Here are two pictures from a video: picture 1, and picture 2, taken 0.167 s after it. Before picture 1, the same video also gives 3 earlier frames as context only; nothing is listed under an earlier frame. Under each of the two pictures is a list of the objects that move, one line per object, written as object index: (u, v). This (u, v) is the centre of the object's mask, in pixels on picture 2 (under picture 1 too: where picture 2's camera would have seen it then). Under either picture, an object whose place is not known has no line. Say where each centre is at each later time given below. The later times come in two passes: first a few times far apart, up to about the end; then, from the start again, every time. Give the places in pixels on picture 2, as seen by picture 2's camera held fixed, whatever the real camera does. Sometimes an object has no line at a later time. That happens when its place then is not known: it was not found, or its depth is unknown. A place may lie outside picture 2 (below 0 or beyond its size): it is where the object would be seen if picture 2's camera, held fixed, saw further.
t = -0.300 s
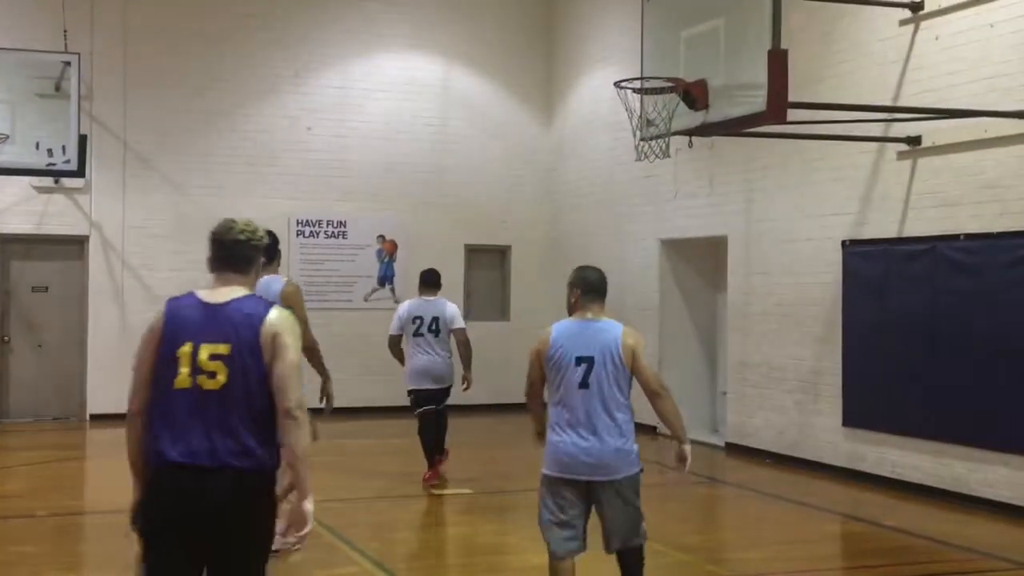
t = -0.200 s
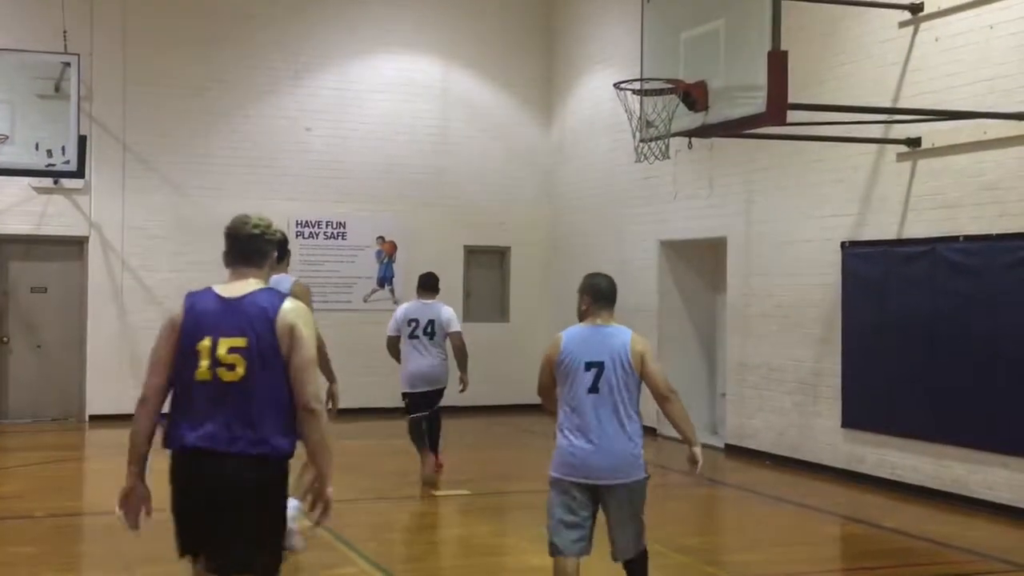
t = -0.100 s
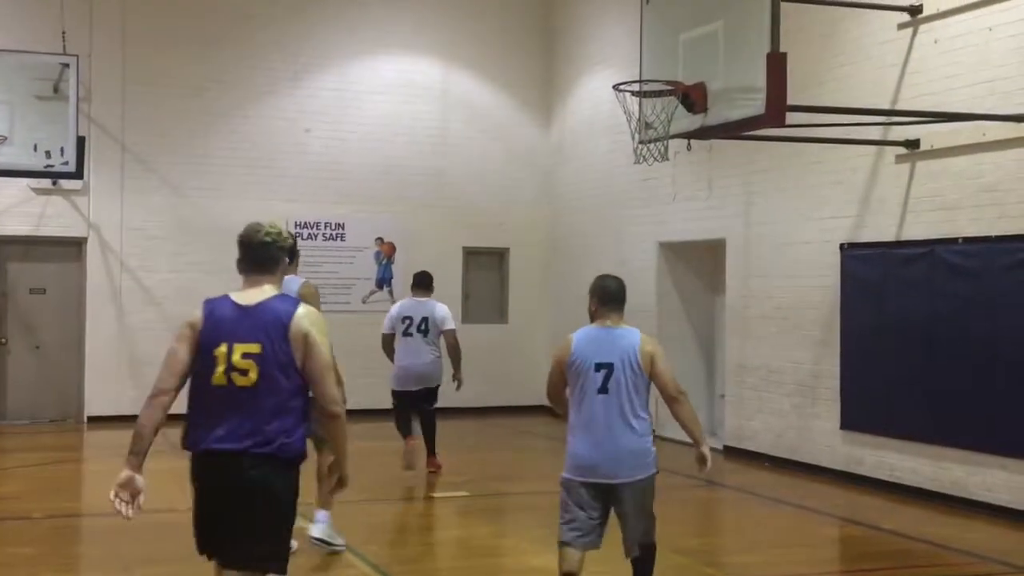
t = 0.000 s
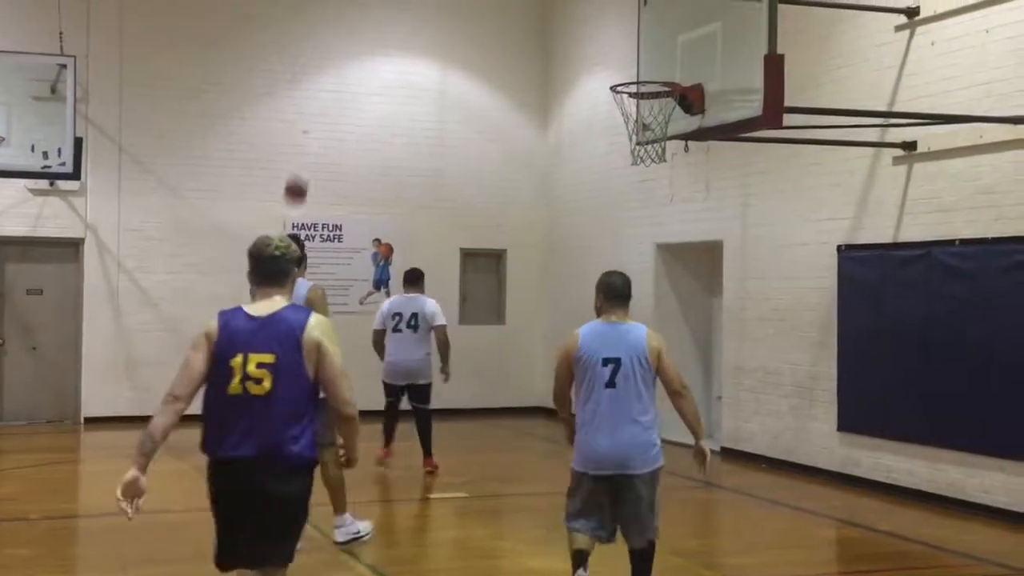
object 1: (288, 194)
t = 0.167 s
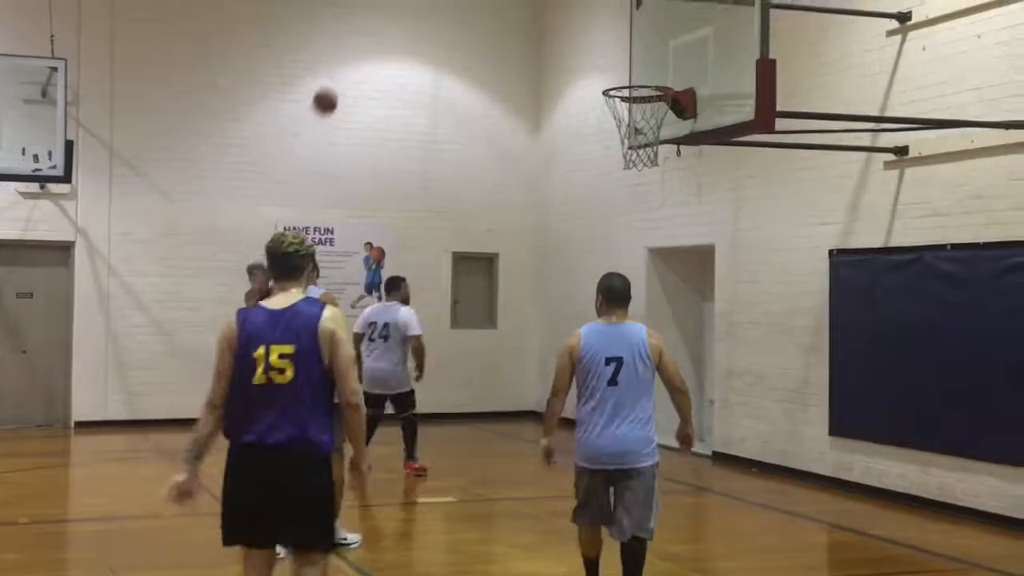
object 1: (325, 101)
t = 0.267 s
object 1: (348, 56)
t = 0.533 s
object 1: (416, -25)
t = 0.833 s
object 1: (510, -29)
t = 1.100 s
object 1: (611, 68)
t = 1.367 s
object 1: (684, 166)
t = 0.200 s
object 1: (332, 86)
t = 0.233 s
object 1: (340, 70)
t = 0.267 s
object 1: (348, 56)
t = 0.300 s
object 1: (356, 43)
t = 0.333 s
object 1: (364, 29)
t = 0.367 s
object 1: (372, 18)
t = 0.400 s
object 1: (381, 7)
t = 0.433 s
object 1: (389, -3)
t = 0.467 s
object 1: (398, -12)
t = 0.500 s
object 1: (407, -20)
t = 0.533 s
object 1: (416, -25)
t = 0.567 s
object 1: (425, -30)
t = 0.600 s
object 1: (437, -35)
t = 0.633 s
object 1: (446, -38)
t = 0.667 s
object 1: (457, -42)
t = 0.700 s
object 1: (466, -41)
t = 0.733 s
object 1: (476, -40)
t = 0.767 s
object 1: (487, -38)
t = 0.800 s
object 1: (497, -32)
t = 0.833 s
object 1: (510, -29)
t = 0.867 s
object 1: (519, -19)
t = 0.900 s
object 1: (532, -14)
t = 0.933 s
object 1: (544, -4)
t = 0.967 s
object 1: (557, 7)
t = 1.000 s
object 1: (570, 20)
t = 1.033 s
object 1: (583, 35)
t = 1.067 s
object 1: (596, 52)
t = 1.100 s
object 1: (611, 68)
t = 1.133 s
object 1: (628, 83)
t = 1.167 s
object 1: (643, 115)
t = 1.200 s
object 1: (651, 125)
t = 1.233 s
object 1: (659, 129)
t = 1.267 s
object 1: (665, 136)
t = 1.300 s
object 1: (672, 145)
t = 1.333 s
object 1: (679, 155)
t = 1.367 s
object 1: (684, 166)
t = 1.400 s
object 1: (690, 181)
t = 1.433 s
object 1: (695, 197)
